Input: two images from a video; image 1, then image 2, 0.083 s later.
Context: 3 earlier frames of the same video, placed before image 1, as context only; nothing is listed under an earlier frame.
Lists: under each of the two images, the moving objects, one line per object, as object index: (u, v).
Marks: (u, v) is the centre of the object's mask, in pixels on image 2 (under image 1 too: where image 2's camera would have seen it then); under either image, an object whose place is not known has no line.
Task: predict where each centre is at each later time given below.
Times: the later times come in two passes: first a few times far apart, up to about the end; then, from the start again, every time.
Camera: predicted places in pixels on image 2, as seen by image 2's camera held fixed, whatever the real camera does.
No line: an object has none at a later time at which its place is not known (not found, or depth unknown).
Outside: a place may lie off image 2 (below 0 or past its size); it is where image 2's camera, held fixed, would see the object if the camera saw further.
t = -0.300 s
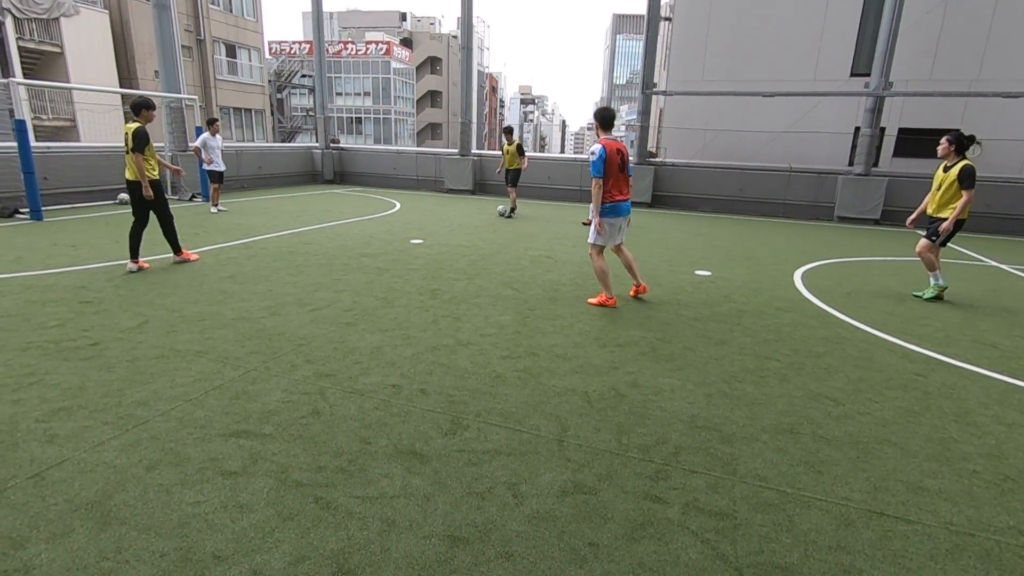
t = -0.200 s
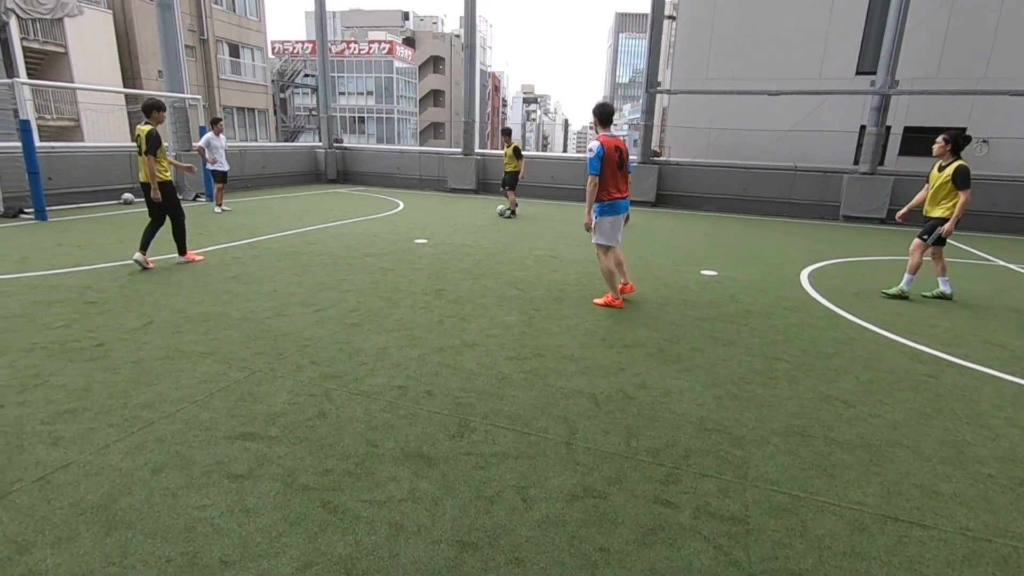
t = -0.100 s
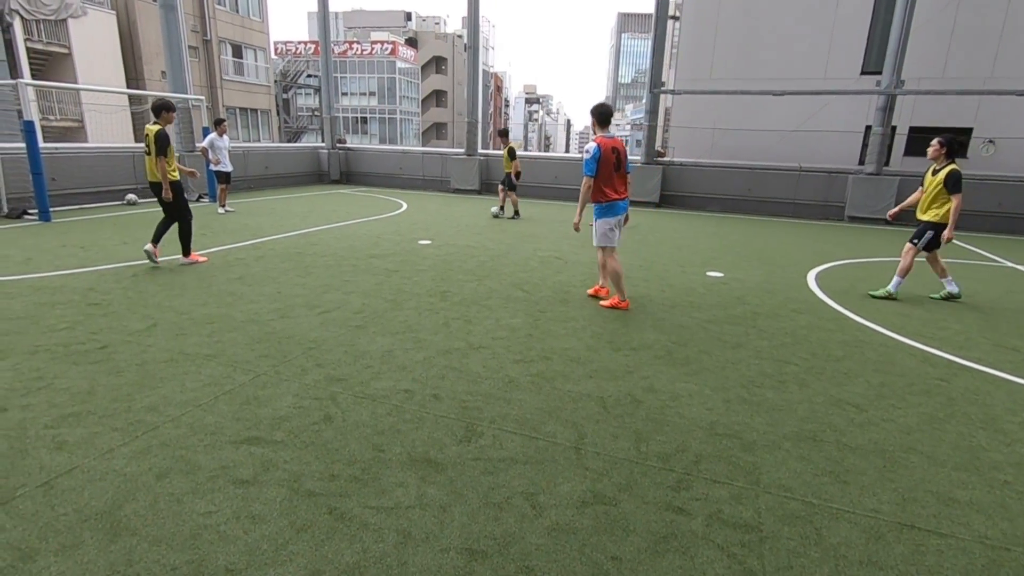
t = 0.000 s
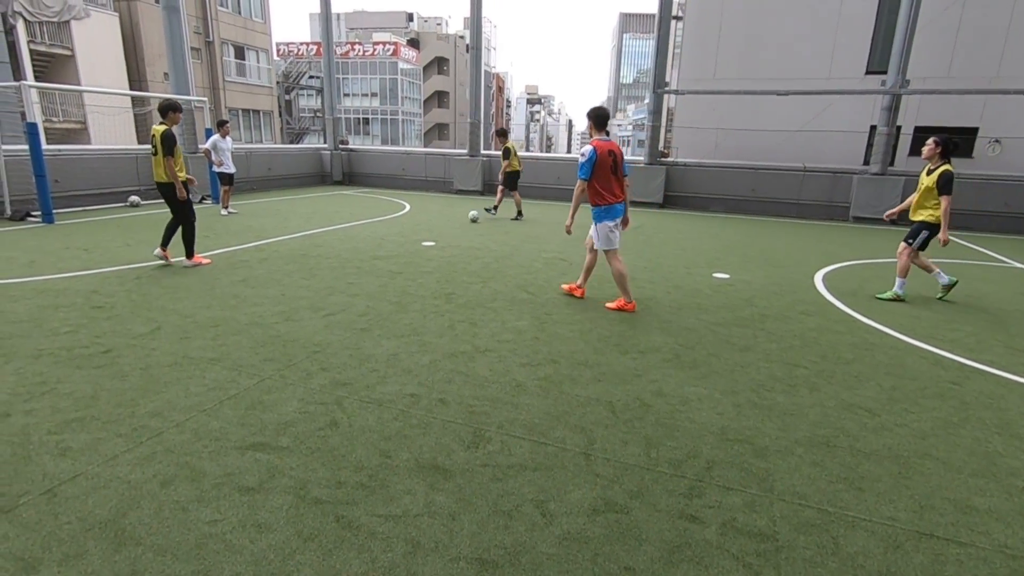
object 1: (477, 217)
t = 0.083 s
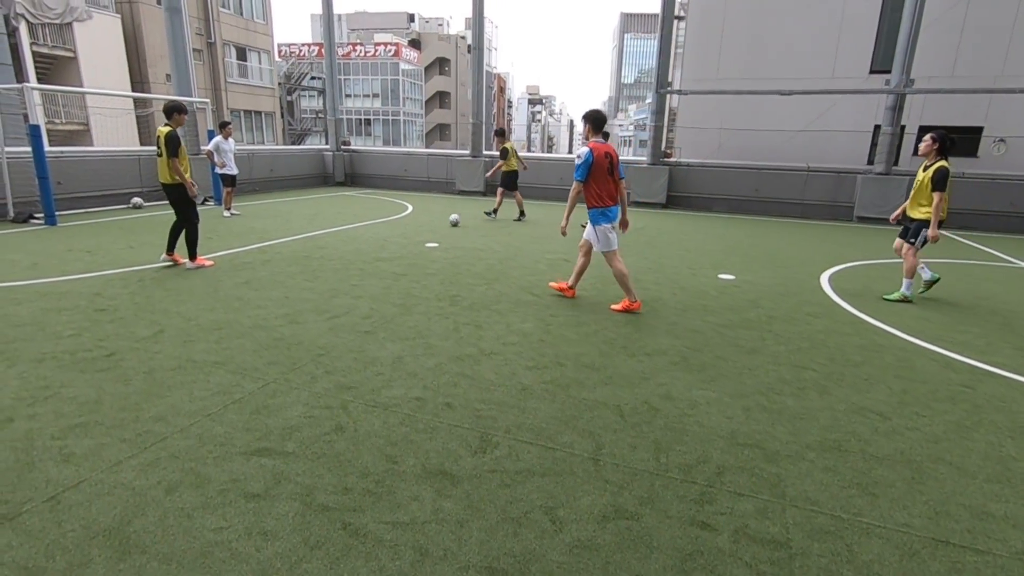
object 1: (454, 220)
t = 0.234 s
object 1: (411, 226)
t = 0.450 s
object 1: (340, 235)
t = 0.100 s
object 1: (450, 221)
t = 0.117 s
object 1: (445, 221)
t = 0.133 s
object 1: (441, 222)
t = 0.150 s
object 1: (436, 223)
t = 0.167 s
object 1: (431, 223)
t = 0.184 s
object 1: (426, 223)
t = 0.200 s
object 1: (421, 224)
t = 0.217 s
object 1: (416, 225)
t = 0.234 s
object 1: (411, 226)
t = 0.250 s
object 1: (406, 227)
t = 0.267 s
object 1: (401, 227)
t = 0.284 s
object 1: (395, 228)
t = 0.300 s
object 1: (390, 228)
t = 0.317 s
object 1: (384, 229)
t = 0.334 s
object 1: (379, 230)
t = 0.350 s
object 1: (374, 230)
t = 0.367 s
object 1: (368, 231)
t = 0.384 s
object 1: (363, 232)
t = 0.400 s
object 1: (357, 233)
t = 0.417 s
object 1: (352, 234)
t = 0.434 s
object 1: (346, 234)
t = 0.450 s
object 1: (340, 235)
